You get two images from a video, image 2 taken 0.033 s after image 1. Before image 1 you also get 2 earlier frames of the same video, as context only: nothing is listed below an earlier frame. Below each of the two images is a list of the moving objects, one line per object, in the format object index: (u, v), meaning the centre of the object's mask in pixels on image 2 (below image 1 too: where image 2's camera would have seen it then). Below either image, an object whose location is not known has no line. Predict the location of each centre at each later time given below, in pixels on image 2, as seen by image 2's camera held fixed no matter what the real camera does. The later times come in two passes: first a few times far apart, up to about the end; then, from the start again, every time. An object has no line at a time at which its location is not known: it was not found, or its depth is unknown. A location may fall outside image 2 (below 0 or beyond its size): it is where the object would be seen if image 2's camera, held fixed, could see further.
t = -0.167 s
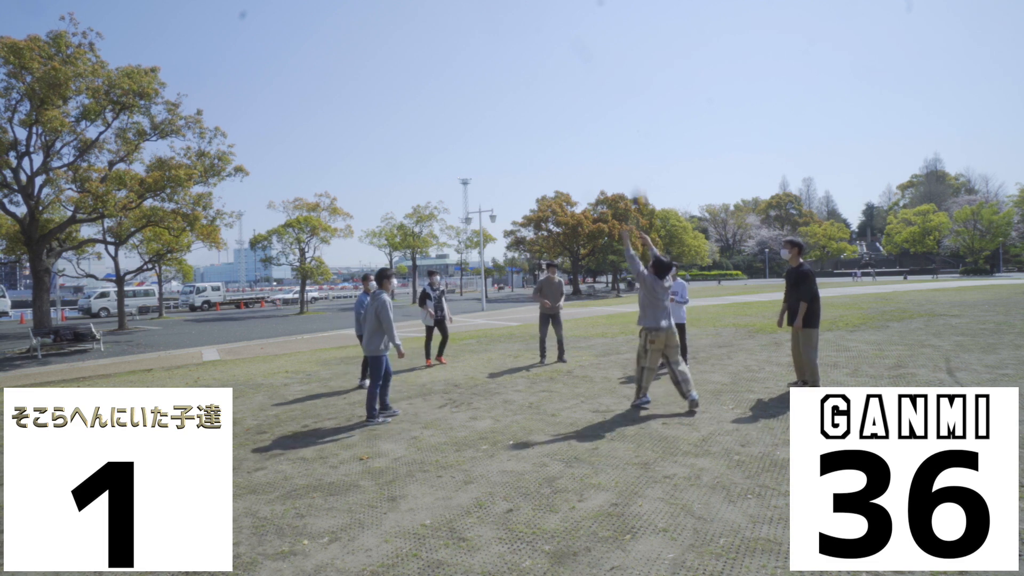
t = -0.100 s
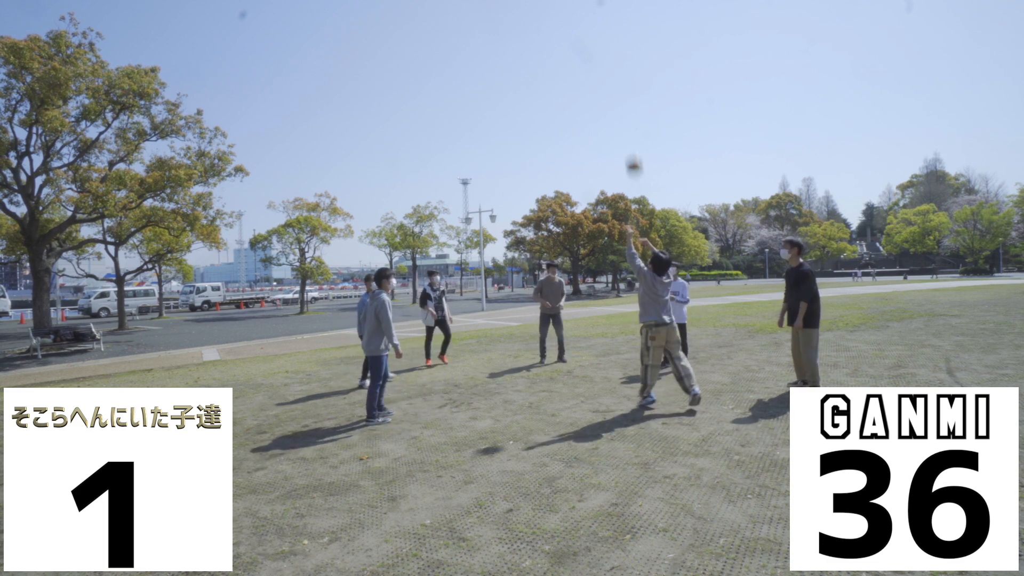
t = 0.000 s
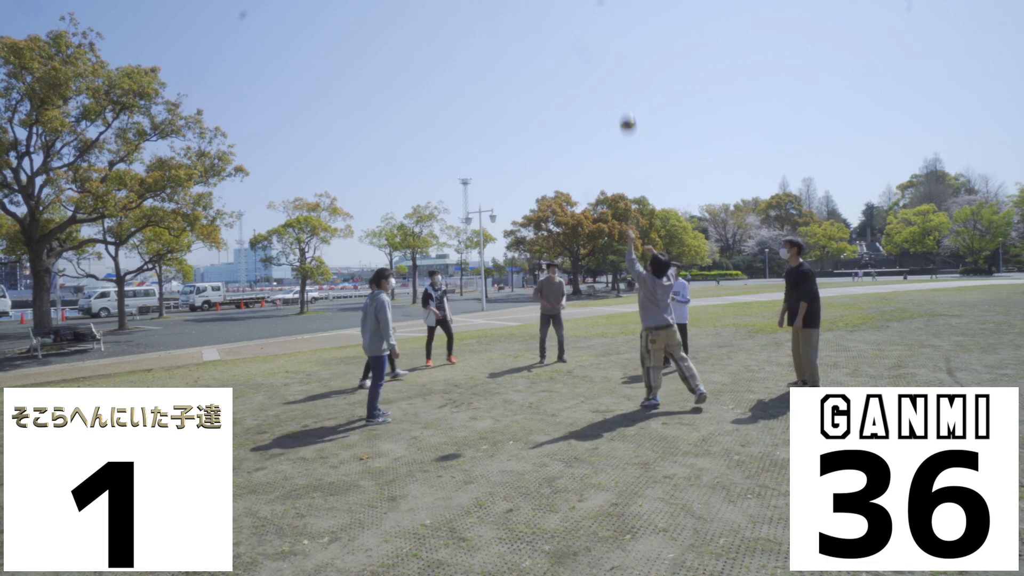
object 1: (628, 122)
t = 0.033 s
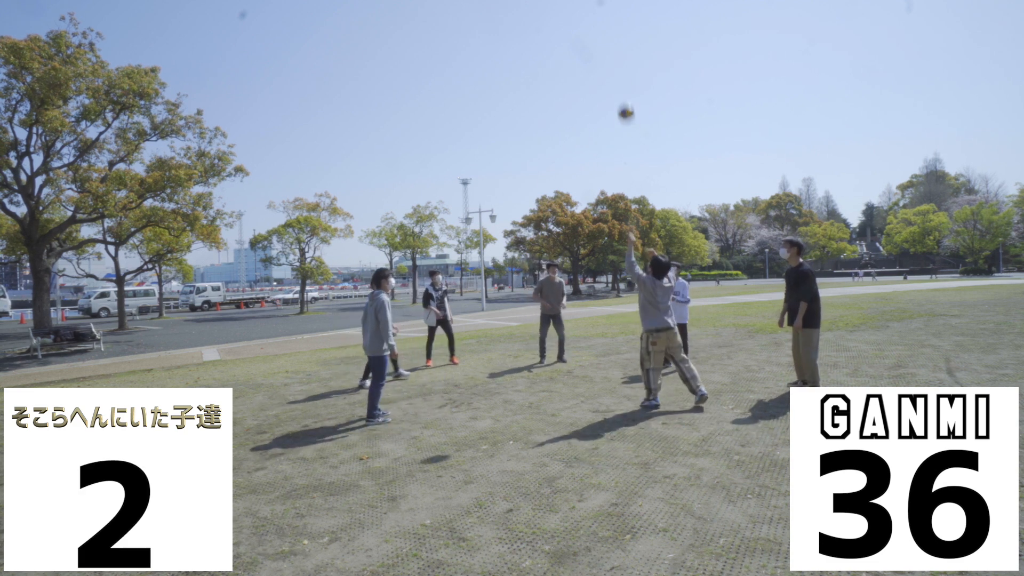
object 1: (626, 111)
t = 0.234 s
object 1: (616, 66)
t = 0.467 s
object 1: (609, 54)
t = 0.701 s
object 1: (603, 78)
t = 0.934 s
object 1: (599, 132)
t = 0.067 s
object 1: (624, 101)
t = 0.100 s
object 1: (623, 93)
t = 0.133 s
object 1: (621, 85)
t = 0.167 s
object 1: (619, 77)
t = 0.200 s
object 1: (618, 71)
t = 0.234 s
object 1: (616, 66)
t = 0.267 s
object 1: (615, 62)
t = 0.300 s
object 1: (614, 58)
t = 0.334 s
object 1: (613, 56)
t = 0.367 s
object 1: (611, 54)
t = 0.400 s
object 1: (610, 53)
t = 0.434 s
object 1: (609, 53)
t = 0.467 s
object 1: (609, 54)
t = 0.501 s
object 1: (607, 55)
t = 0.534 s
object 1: (606, 57)
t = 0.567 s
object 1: (606, 60)
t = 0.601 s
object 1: (605, 63)
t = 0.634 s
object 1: (604, 67)
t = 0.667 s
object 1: (603, 72)
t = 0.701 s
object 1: (603, 78)
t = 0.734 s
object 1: (602, 84)
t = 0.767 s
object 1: (602, 90)
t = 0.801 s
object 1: (601, 97)
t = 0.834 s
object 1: (601, 106)
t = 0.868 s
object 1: (600, 114)
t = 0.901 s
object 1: (599, 123)
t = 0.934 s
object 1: (599, 132)
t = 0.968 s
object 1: (599, 143)
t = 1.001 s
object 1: (598, 153)
